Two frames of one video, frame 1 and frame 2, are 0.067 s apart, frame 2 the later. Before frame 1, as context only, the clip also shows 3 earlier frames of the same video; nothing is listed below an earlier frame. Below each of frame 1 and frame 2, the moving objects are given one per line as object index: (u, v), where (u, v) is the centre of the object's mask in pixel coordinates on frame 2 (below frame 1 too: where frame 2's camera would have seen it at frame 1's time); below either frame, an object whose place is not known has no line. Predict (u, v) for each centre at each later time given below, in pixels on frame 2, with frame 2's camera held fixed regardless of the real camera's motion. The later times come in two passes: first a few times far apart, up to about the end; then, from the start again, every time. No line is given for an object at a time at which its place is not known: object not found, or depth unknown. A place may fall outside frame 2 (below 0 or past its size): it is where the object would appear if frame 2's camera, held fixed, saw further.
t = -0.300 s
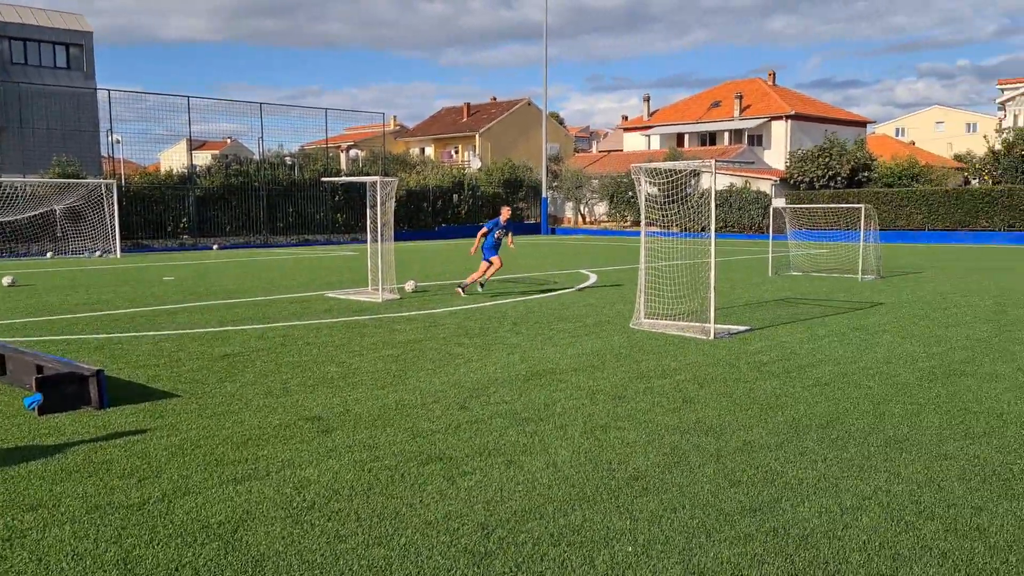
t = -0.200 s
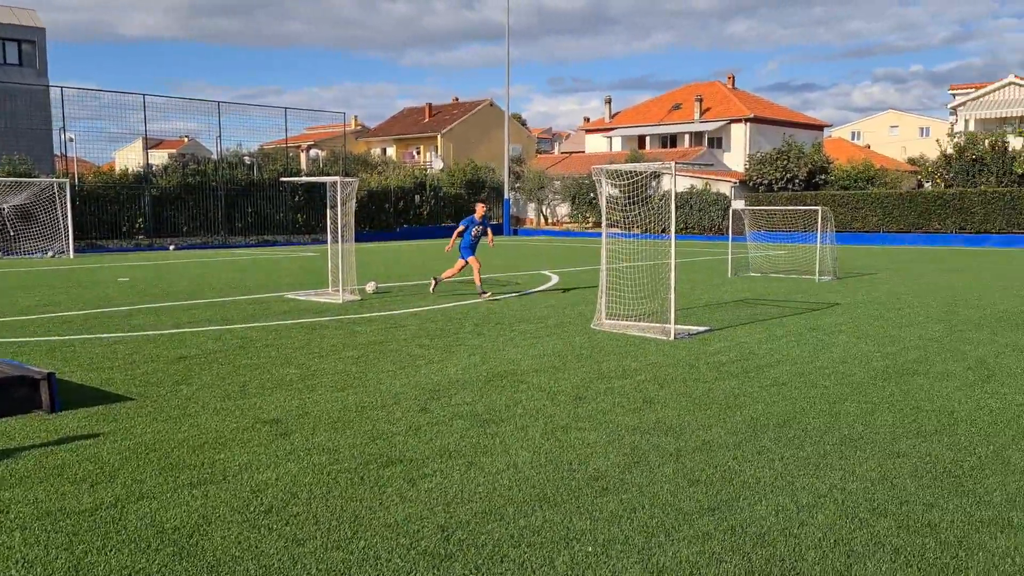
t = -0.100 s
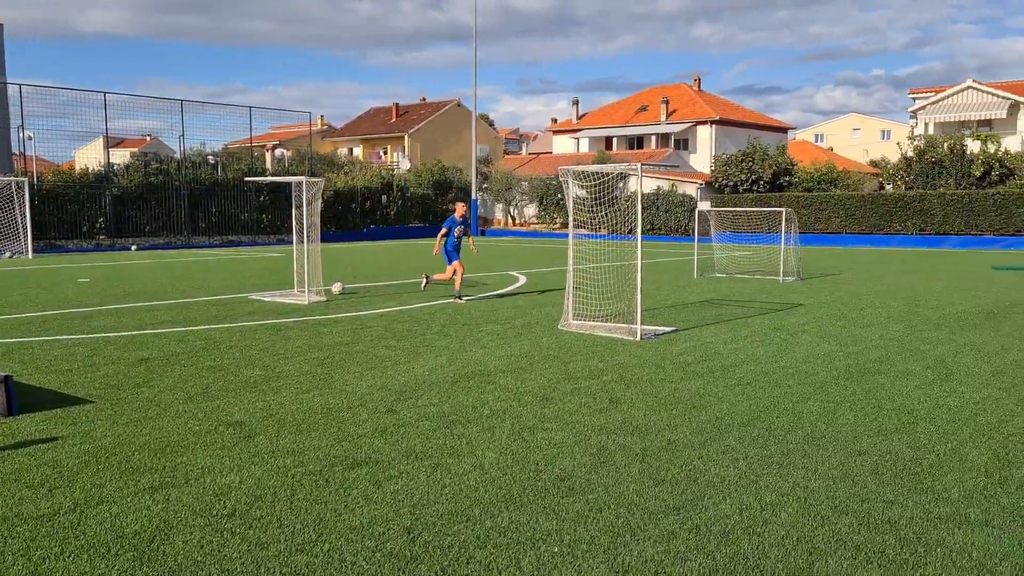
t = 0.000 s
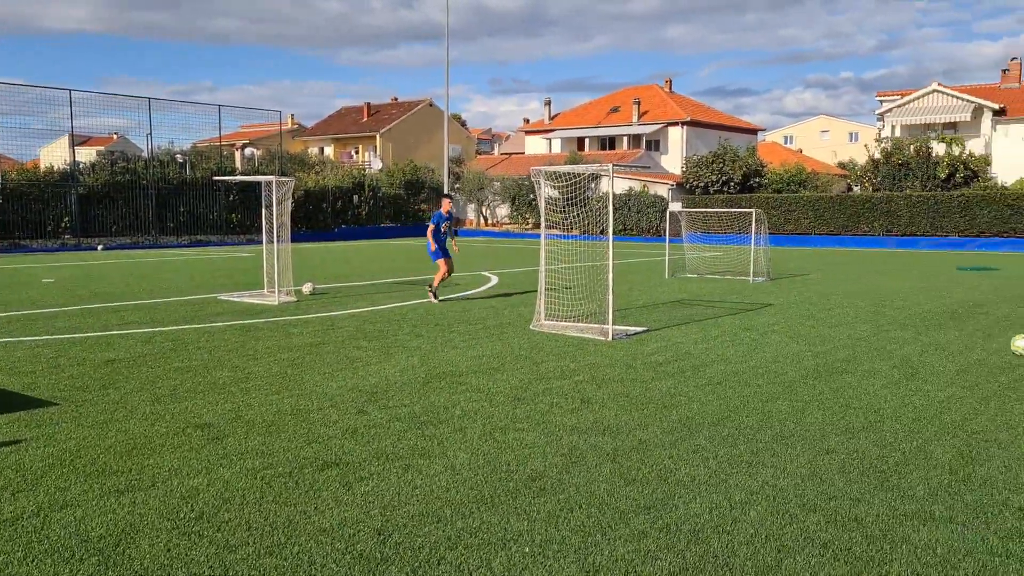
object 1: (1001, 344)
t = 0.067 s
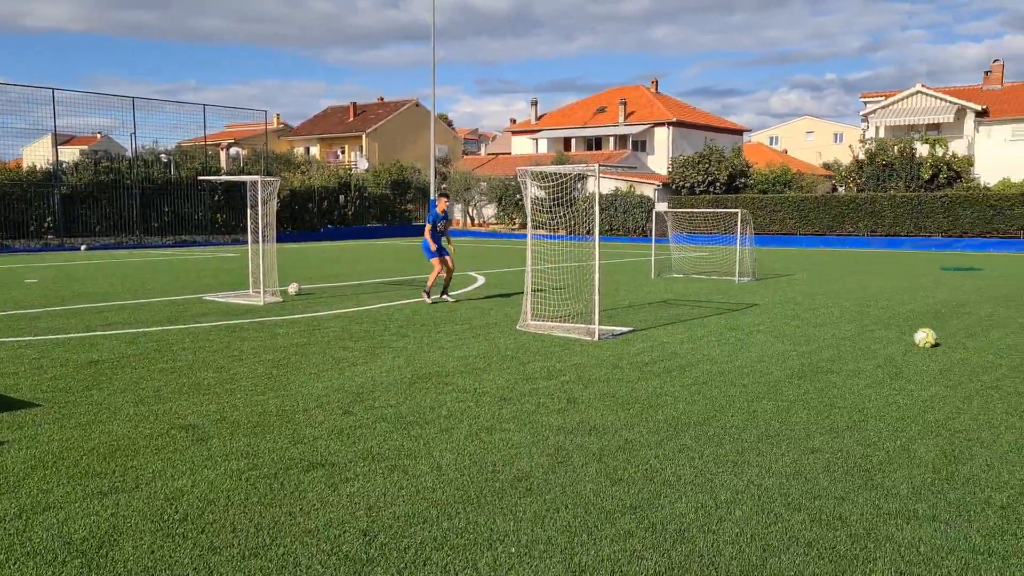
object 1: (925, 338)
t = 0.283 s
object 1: (731, 320)
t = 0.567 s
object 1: (575, 305)
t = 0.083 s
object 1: (907, 336)
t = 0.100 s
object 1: (889, 334)
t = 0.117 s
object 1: (872, 333)
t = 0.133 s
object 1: (856, 331)
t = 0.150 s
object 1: (840, 330)
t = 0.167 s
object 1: (825, 328)
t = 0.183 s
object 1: (810, 327)
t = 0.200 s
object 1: (796, 326)
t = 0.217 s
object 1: (782, 325)
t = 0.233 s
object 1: (769, 324)
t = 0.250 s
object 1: (756, 323)
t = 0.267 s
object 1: (743, 321)
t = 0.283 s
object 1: (731, 320)
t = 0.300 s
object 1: (720, 319)
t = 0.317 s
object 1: (709, 318)
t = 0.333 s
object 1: (697, 317)
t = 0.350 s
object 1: (687, 316)
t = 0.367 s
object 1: (677, 315)
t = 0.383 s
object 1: (666, 314)
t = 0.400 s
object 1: (657, 313)
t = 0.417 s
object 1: (648, 312)
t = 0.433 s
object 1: (638, 311)
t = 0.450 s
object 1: (629, 310)
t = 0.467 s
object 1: (621, 310)
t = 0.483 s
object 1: (612, 309)
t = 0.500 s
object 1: (604, 308)
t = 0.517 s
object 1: (598, 307)
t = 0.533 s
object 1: (588, 305)
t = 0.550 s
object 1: (583, 306)
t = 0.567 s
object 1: (575, 305)
